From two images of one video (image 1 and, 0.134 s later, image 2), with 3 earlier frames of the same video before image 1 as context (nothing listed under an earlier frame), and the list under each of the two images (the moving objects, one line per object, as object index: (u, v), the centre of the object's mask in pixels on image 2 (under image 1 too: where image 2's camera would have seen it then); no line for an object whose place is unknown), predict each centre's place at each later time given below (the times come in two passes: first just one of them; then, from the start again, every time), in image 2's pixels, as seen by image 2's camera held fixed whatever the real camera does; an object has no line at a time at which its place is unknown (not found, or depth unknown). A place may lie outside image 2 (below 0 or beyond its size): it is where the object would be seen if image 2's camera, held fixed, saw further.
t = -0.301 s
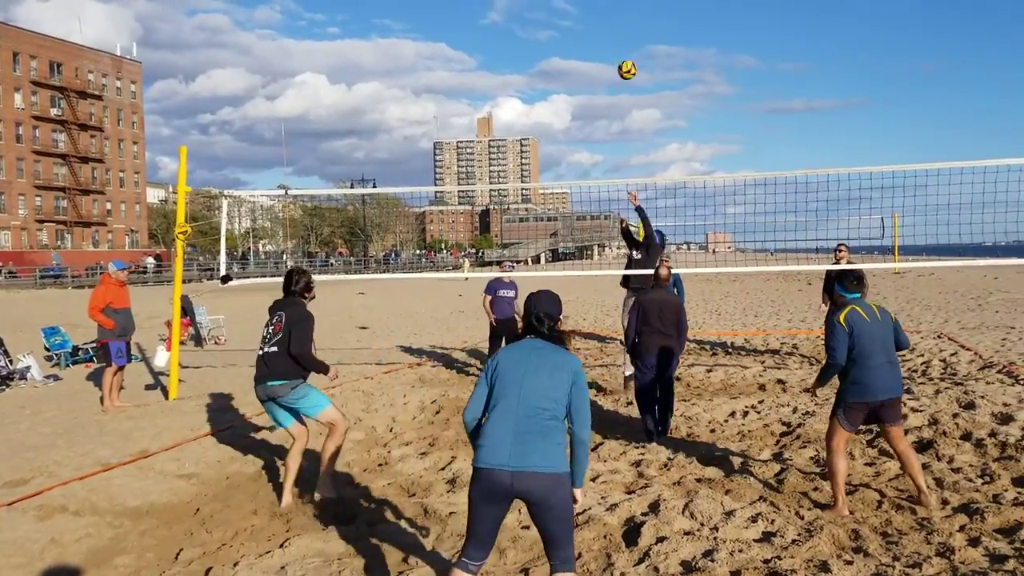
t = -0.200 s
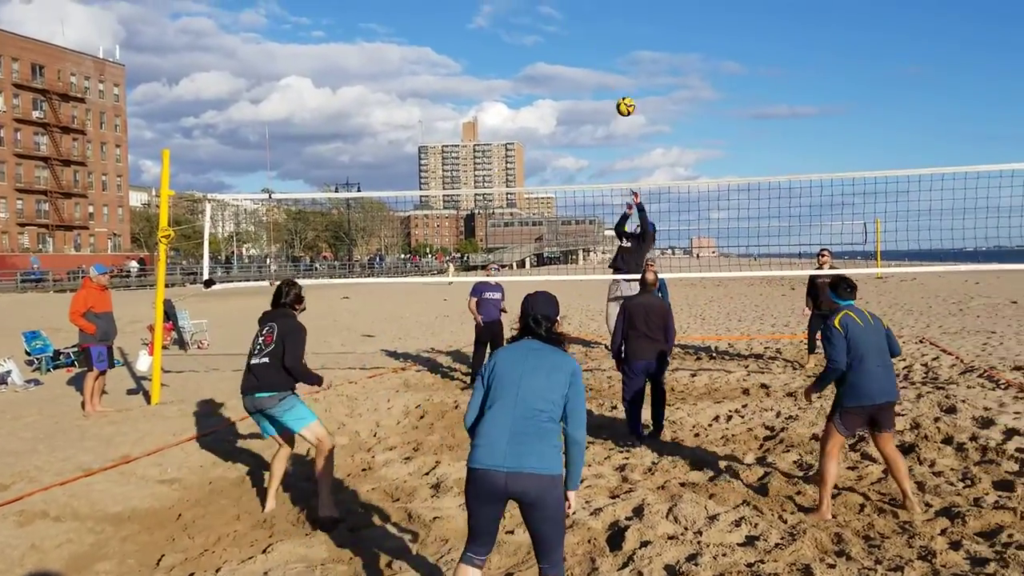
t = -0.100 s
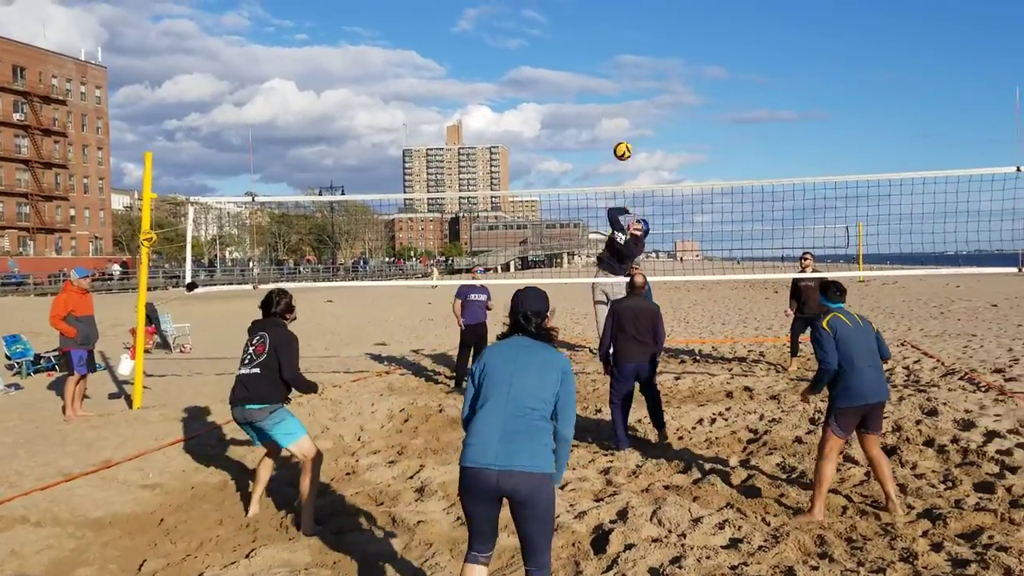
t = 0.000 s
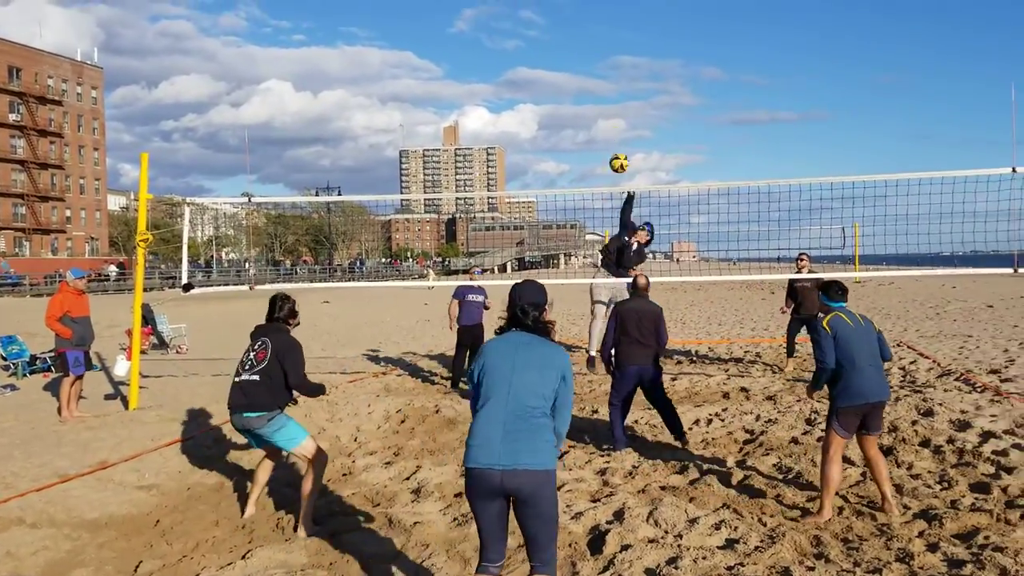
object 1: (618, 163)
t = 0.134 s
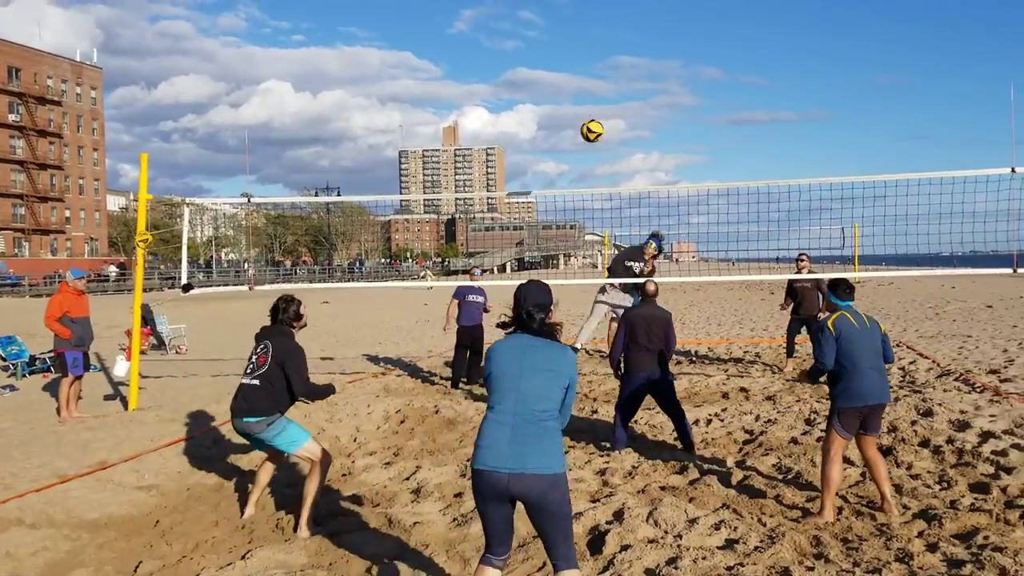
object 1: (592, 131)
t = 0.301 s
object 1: (535, 113)
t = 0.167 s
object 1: (582, 125)
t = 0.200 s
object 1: (573, 120)
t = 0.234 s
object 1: (562, 116)
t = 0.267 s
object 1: (549, 114)
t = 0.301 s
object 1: (535, 113)
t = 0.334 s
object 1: (520, 115)
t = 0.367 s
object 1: (504, 118)
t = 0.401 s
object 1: (485, 124)
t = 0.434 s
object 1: (465, 132)
